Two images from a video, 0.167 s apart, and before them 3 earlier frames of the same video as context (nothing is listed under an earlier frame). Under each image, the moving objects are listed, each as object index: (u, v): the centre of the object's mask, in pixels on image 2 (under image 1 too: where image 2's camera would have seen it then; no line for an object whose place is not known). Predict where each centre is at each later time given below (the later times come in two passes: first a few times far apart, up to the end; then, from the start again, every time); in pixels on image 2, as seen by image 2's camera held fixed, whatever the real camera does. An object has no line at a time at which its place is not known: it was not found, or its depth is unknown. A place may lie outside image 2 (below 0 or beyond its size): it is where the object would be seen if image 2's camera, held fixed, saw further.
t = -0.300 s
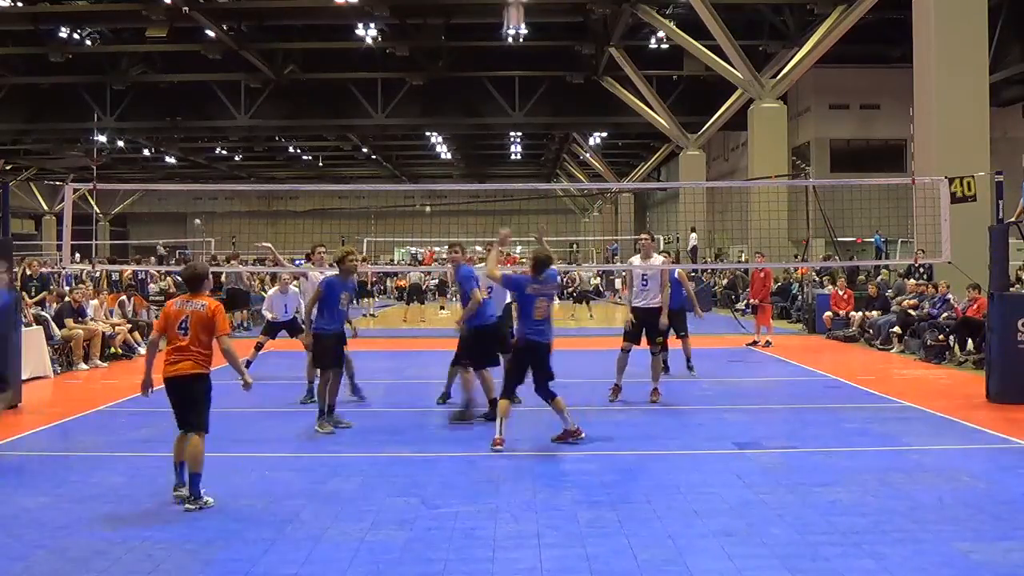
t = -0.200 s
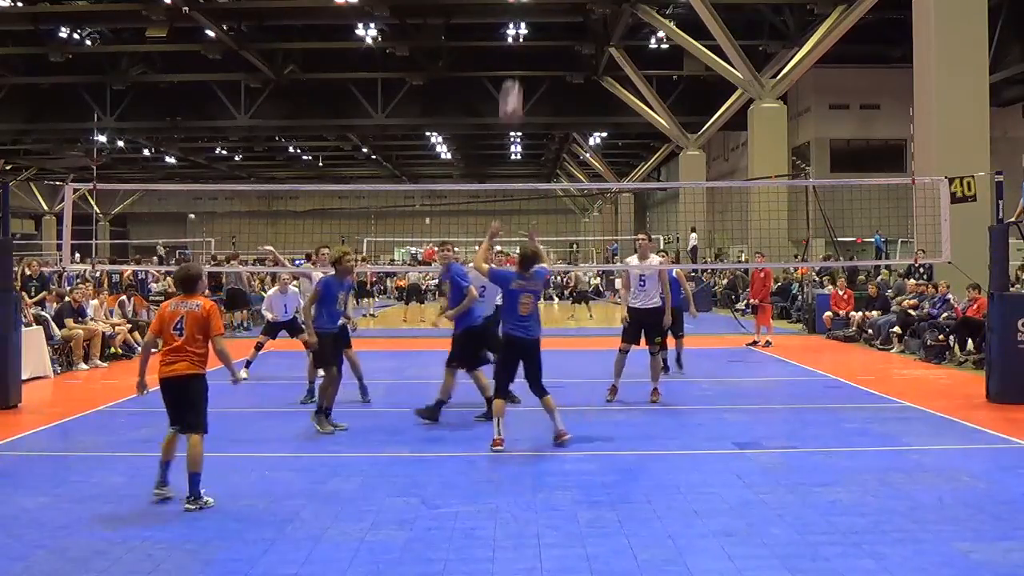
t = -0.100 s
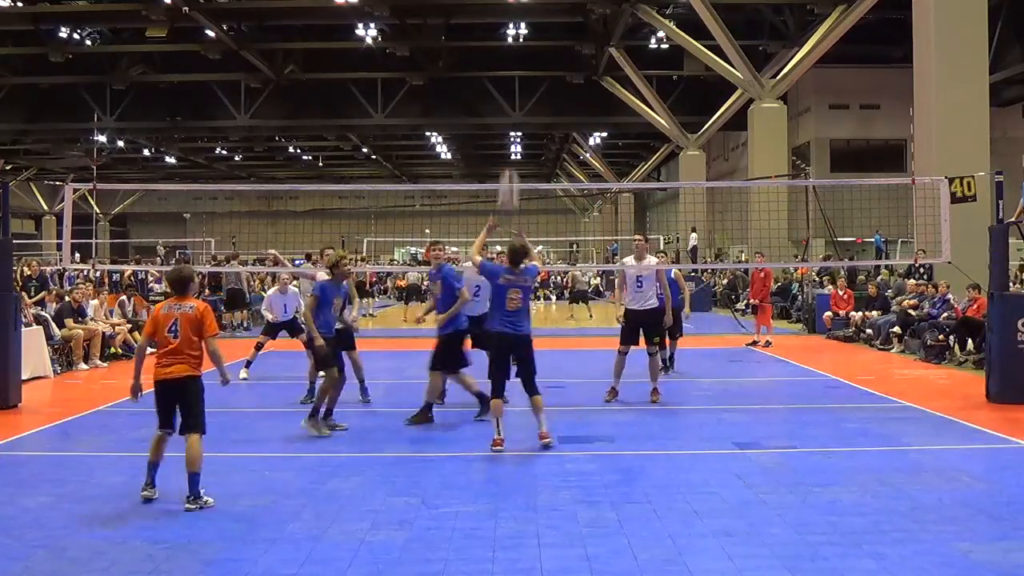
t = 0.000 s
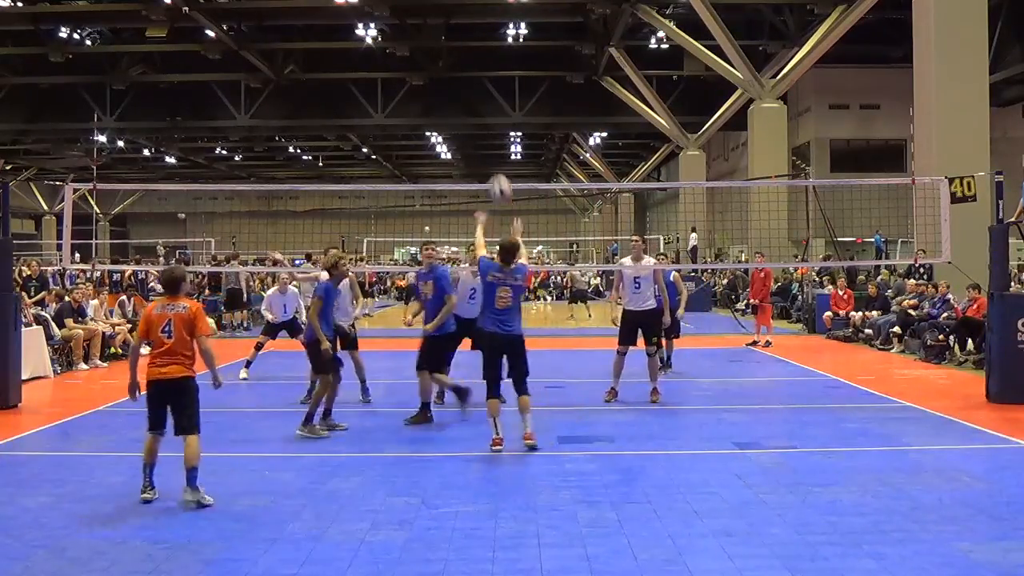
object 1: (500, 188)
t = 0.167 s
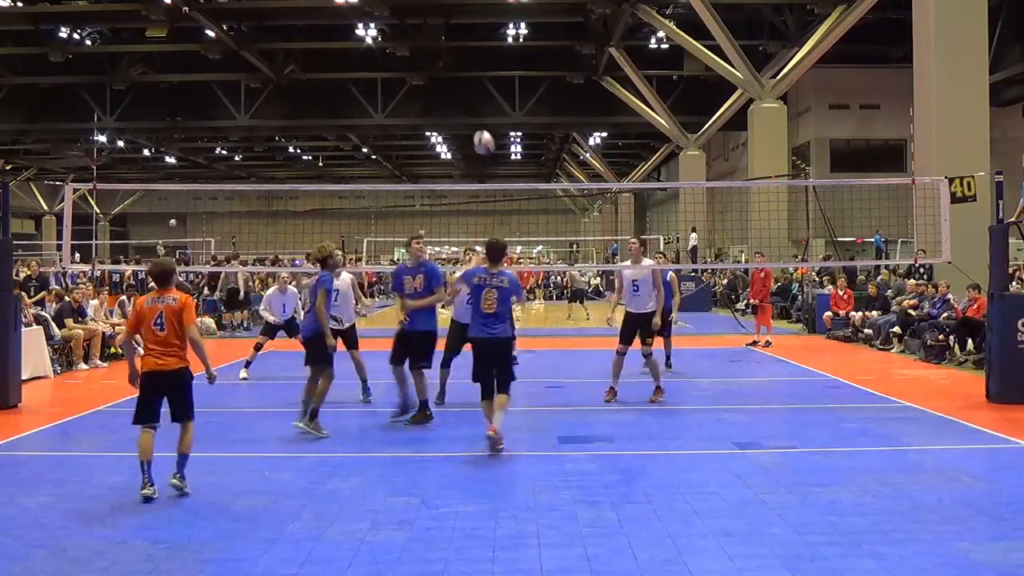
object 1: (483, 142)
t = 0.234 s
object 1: (478, 133)
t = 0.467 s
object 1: (462, 135)
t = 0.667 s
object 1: (452, 170)
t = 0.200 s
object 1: (481, 137)
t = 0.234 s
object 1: (478, 133)
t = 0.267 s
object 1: (476, 131)
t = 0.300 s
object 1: (473, 129)
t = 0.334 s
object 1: (470, 128)
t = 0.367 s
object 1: (468, 129)
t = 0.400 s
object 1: (465, 130)
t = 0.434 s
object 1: (464, 132)
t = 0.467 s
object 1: (462, 135)
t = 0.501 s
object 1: (460, 139)
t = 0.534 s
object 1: (458, 144)
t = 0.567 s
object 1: (457, 149)
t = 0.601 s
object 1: (455, 156)
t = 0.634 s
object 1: (454, 163)
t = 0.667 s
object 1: (452, 170)
